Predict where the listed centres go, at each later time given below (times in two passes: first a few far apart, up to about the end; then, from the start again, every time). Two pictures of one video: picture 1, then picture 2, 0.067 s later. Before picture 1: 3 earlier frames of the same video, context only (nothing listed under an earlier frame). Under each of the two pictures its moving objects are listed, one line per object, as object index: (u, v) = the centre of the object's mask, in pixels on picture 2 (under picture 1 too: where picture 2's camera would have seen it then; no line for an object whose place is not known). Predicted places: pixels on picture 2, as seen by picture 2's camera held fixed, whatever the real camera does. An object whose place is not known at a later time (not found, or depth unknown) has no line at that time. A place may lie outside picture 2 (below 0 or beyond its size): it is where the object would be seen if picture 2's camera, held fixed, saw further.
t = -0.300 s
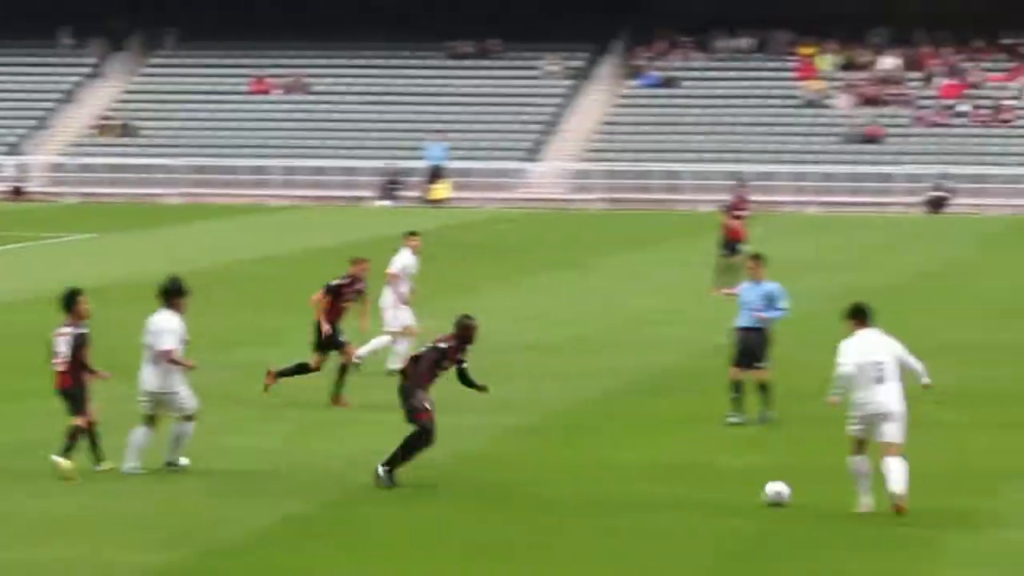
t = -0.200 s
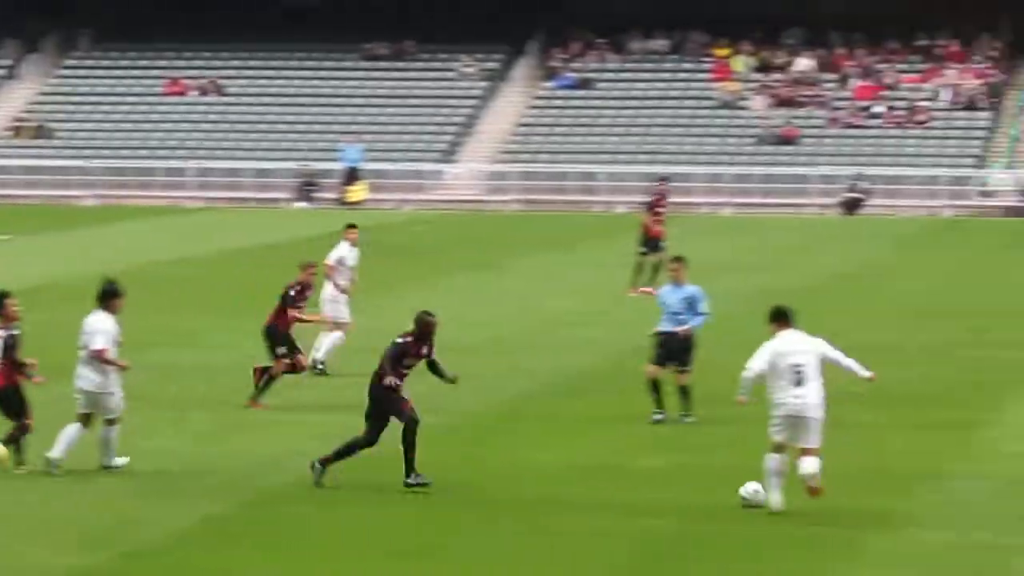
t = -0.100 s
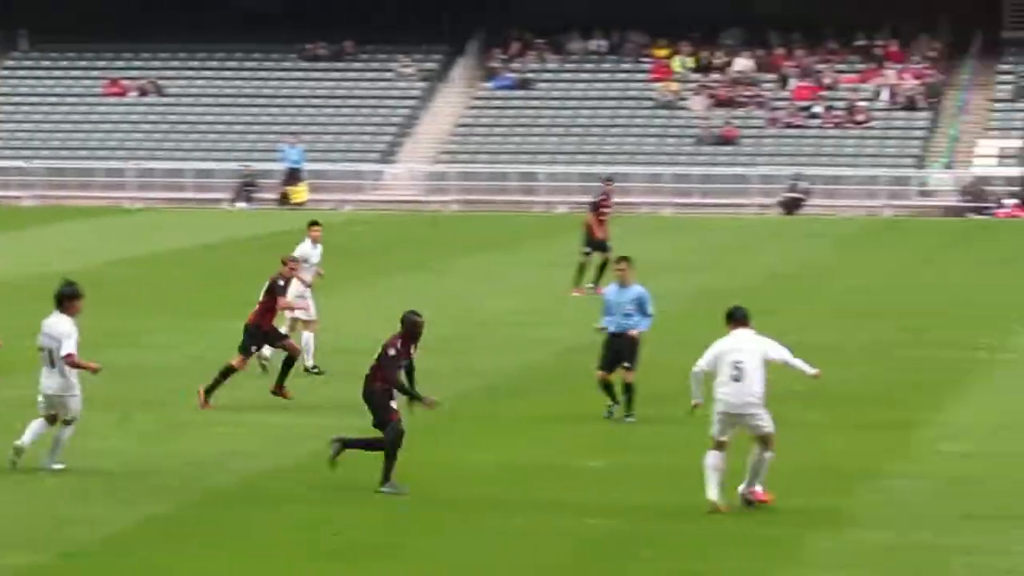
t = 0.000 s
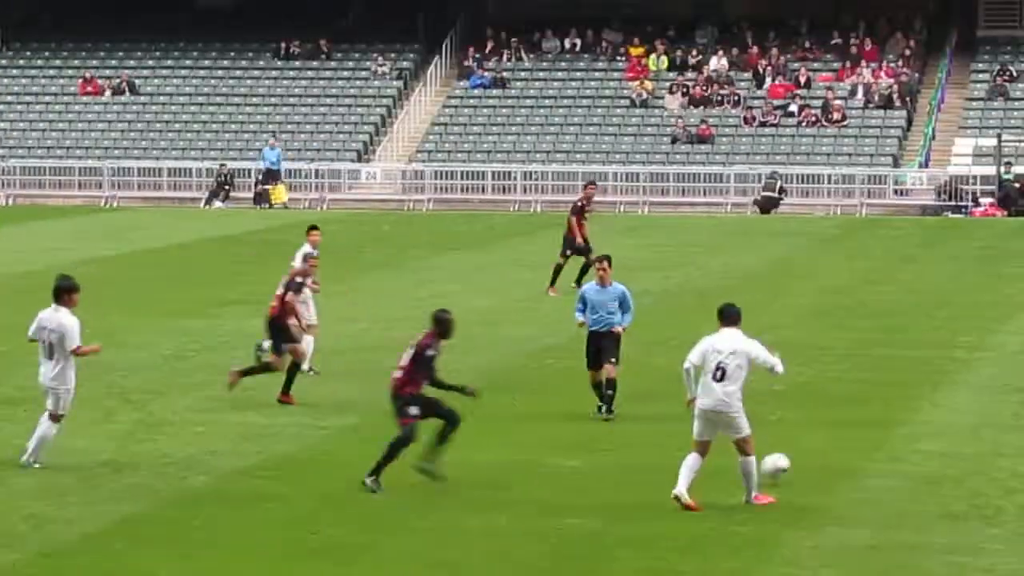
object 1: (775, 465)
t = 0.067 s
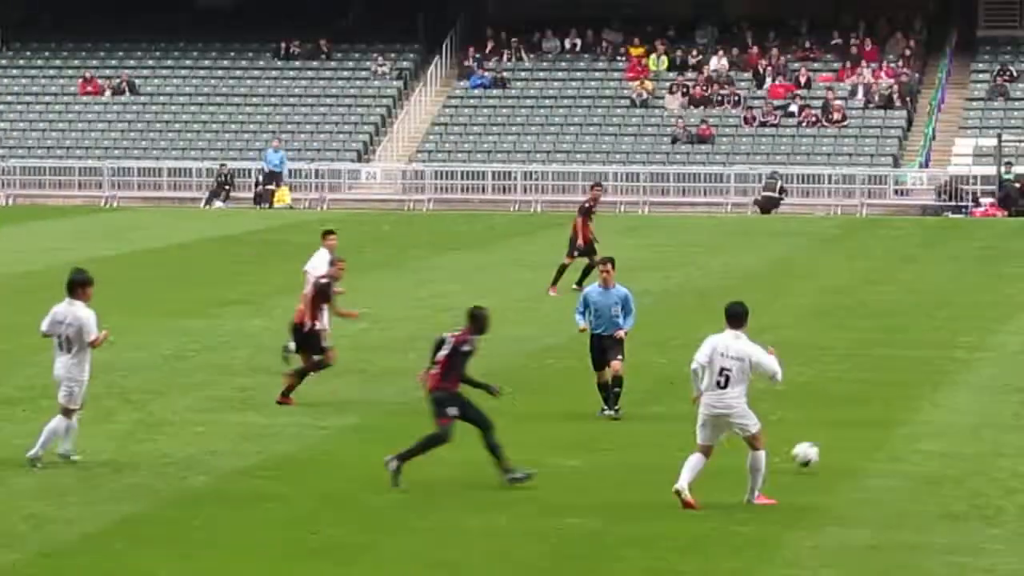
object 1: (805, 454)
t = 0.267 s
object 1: (880, 427)
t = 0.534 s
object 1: (959, 408)
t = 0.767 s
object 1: (1014, 393)
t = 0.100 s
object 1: (820, 452)
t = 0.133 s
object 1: (833, 451)
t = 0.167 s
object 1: (845, 448)
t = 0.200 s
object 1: (858, 439)
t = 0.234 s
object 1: (869, 433)
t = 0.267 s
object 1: (880, 427)
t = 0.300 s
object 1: (891, 423)
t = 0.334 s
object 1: (902, 422)
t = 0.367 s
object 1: (913, 421)
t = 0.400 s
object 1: (923, 420)
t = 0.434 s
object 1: (933, 422)
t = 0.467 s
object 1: (942, 417)
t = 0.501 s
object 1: (950, 412)
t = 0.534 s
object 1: (959, 408)
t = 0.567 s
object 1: (968, 406)
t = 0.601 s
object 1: (975, 405)
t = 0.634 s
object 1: (984, 405)
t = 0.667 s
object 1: (991, 405)
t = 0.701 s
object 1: (999, 401)
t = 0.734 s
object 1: (1006, 396)
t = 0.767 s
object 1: (1014, 393)
